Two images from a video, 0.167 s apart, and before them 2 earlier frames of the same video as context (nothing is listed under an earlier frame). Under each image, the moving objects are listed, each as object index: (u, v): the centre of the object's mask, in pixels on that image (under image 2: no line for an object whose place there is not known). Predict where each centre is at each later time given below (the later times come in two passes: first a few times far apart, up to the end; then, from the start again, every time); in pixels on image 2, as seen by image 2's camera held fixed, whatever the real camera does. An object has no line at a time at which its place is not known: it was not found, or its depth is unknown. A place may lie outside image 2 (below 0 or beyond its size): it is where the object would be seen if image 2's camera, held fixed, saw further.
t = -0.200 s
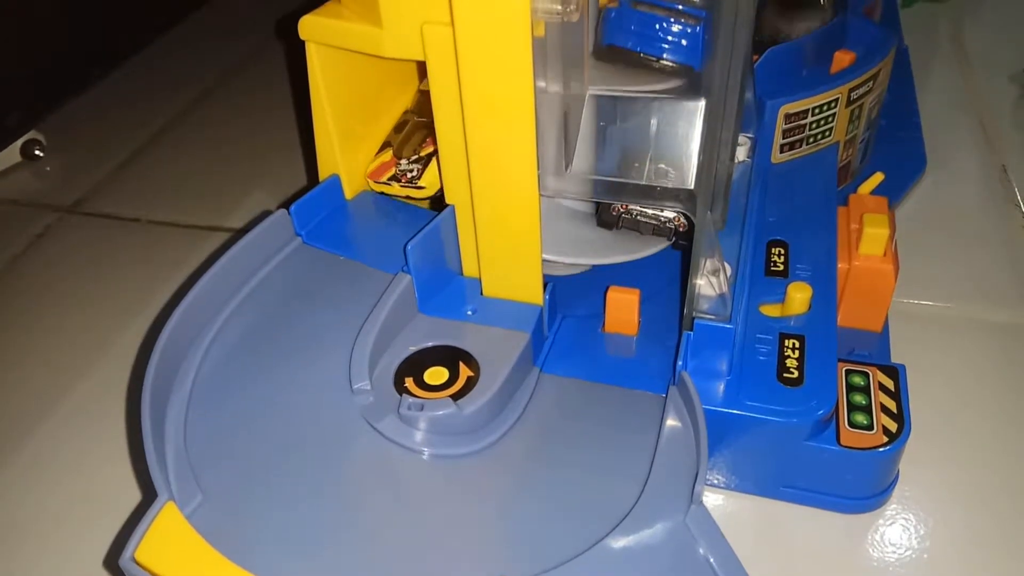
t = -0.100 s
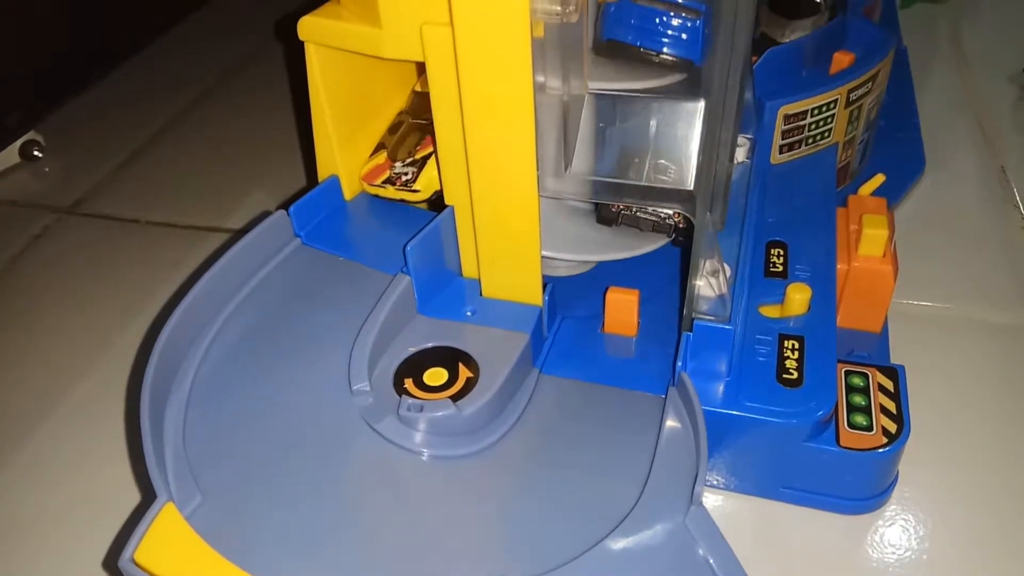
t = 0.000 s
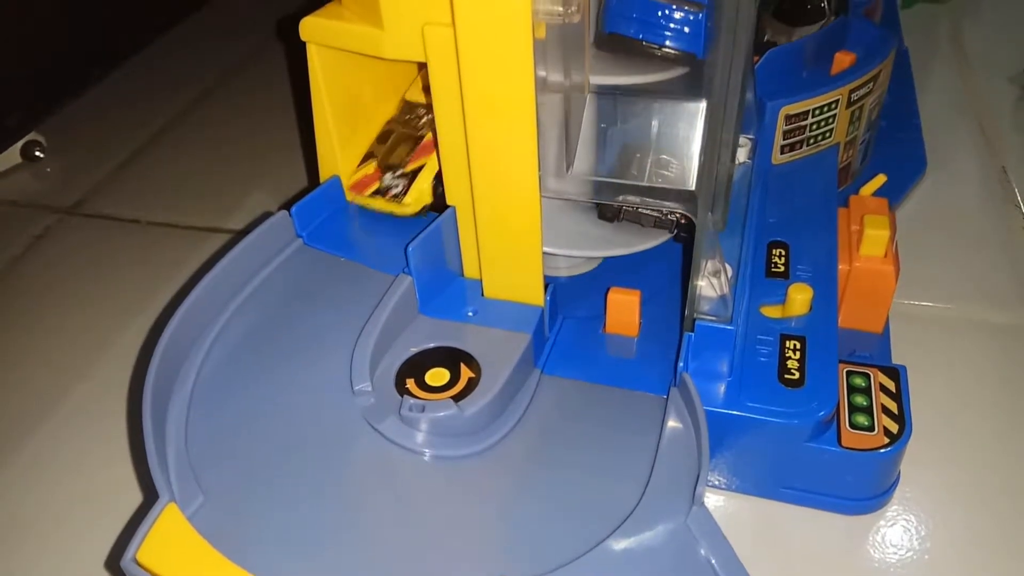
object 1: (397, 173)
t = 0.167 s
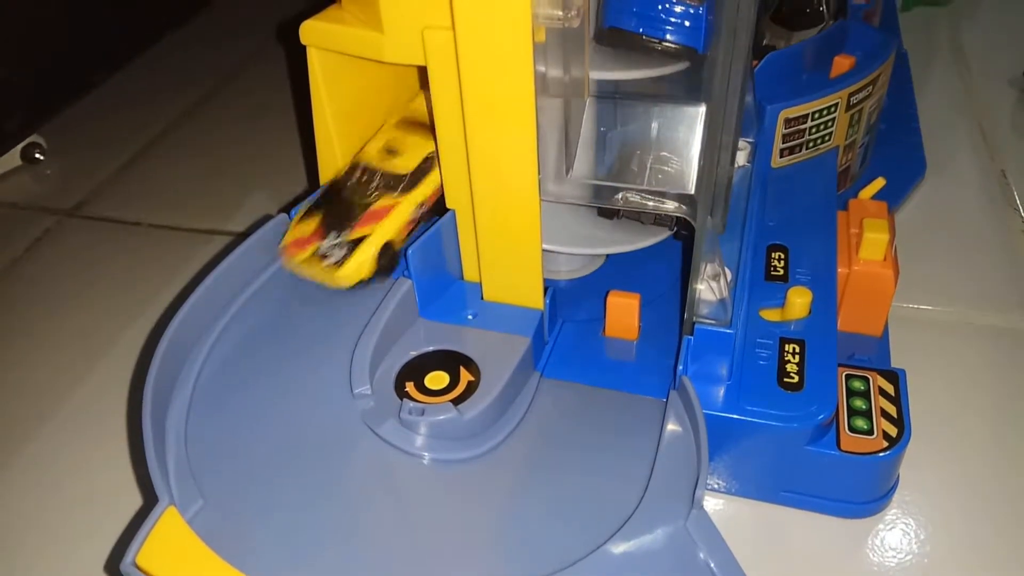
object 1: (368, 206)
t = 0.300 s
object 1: (303, 285)
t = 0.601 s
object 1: (417, 490)
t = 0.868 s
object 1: (589, 419)
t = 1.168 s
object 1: (610, 326)
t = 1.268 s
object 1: (631, 281)
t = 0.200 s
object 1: (359, 218)
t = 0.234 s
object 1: (346, 238)
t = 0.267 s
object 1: (328, 259)
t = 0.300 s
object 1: (303, 285)
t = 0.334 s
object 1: (285, 316)
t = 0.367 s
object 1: (275, 350)
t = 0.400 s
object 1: (277, 390)
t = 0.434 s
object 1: (290, 424)
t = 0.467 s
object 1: (307, 450)
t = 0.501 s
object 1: (336, 467)
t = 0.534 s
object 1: (365, 478)
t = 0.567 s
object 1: (390, 485)
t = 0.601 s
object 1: (417, 490)
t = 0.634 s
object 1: (451, 493)
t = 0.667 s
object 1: (490, 487)
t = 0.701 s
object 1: (523, 471)
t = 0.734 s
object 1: (545, 449)
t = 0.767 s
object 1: (568, 428)
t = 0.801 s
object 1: (591, 404)
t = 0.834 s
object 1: (595, 408)
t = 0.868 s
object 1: (589, 419)
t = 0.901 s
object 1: (585, 423)
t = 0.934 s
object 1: (585, 418)
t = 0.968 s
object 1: (588, 409)
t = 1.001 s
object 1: (591, 399)
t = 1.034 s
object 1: (594, 387)
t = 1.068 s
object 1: (598, 373)
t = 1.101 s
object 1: (601, 358)
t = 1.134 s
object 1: (607, 343)
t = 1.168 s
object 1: (610, 326)
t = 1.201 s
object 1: (615, 310)
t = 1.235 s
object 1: (624, 295)
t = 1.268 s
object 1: (631, 281)
